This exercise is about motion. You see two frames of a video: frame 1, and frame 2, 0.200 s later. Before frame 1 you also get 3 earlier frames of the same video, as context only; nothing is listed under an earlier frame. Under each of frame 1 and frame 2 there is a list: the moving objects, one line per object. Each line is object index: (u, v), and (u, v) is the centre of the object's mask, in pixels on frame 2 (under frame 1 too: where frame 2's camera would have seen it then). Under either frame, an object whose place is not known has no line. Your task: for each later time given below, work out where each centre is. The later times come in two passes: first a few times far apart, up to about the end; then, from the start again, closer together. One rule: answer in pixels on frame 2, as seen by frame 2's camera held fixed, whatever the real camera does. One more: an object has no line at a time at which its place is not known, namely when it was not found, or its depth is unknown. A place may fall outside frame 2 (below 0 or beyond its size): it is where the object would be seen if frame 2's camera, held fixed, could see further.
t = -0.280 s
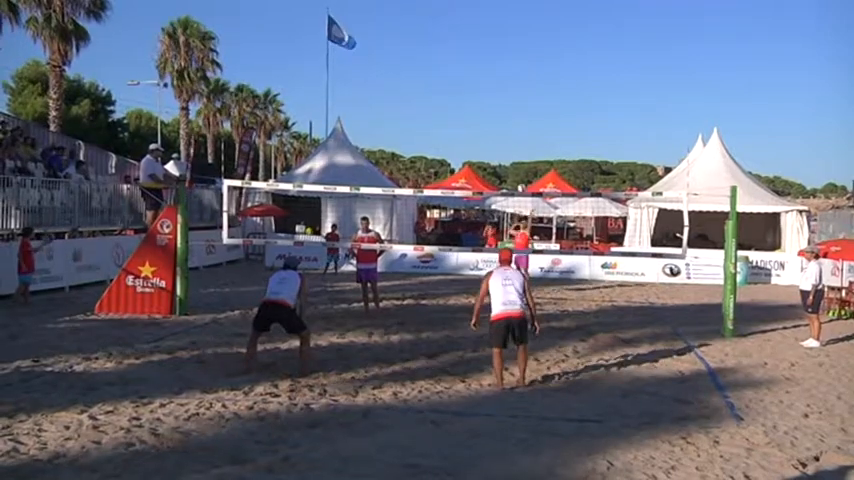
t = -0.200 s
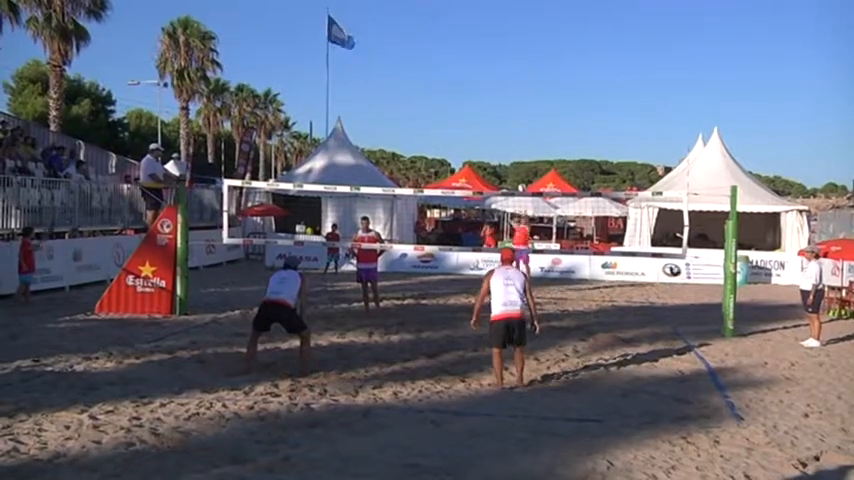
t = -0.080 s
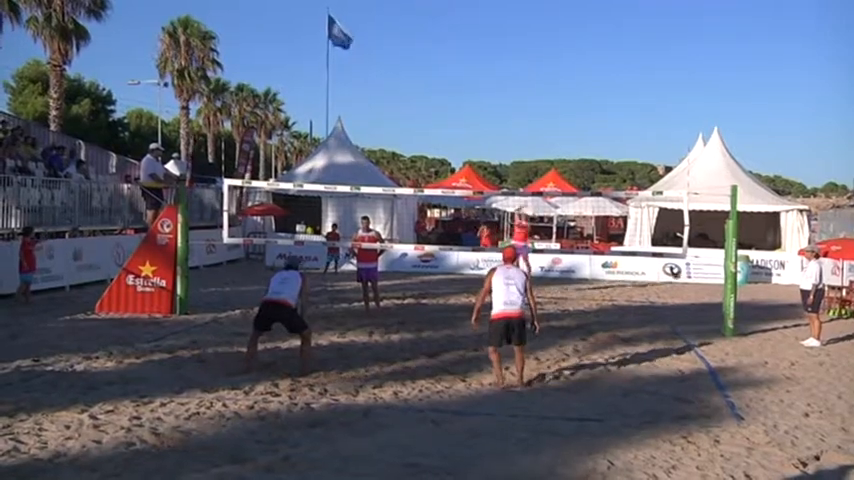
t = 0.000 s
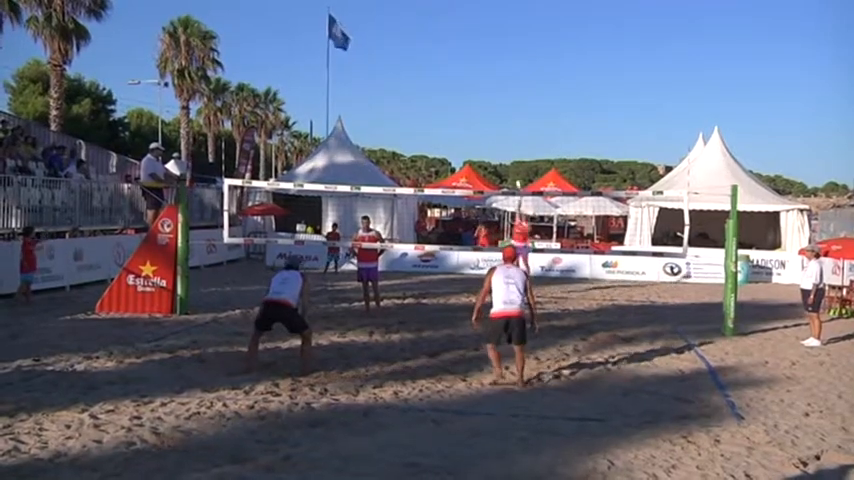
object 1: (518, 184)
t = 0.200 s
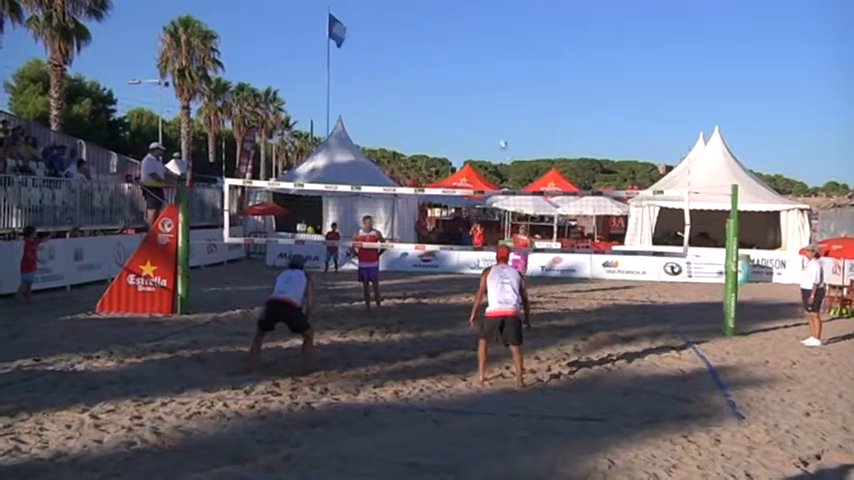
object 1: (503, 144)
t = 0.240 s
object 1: (499, 138)
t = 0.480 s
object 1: (479, 112)
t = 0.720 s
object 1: (456, 106)
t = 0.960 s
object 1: (428, 126)
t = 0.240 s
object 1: (499, 138)
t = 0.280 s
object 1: (495, 131)
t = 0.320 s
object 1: (492, 127)
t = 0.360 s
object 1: (489, 122)
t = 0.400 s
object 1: (486, 118)
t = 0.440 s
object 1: (483, 114)
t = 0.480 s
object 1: (479, 112)
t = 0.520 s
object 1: (475, 110)
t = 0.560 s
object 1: (471, 108)
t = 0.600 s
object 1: (468, 105)
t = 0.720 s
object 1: (456, 106)
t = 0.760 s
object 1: (450, 108)
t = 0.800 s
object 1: (446, 110)
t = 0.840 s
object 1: (442, 113)
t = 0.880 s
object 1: (438, 116)
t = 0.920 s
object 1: (433, 121)
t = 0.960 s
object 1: (428, 126)
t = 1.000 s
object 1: (424, 132)
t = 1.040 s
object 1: (419, 139)
